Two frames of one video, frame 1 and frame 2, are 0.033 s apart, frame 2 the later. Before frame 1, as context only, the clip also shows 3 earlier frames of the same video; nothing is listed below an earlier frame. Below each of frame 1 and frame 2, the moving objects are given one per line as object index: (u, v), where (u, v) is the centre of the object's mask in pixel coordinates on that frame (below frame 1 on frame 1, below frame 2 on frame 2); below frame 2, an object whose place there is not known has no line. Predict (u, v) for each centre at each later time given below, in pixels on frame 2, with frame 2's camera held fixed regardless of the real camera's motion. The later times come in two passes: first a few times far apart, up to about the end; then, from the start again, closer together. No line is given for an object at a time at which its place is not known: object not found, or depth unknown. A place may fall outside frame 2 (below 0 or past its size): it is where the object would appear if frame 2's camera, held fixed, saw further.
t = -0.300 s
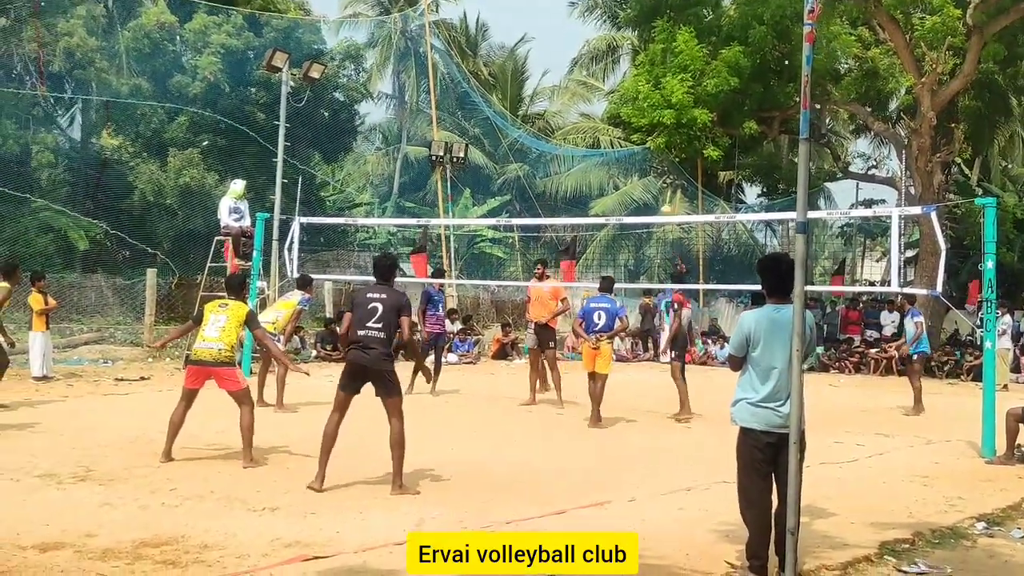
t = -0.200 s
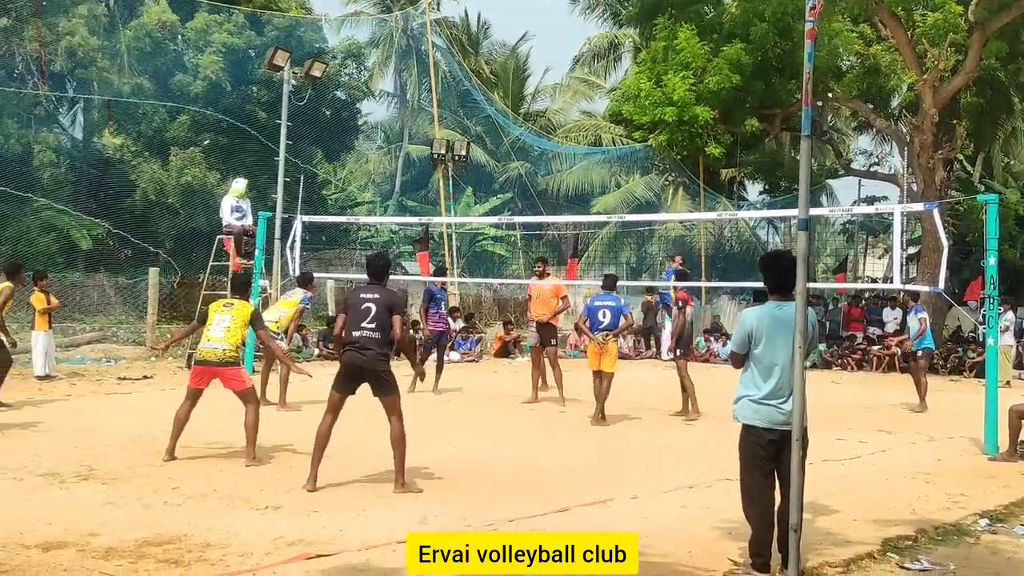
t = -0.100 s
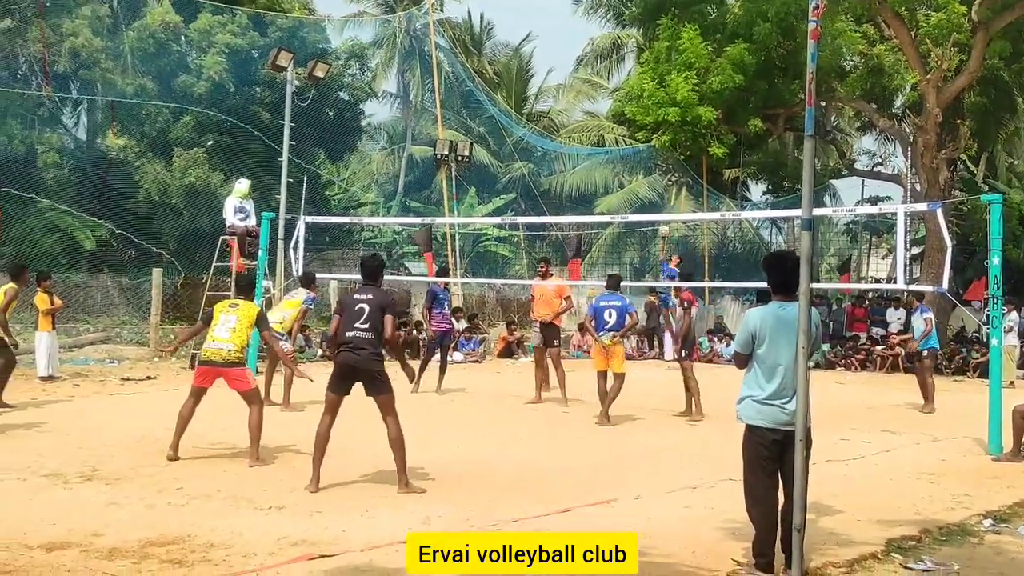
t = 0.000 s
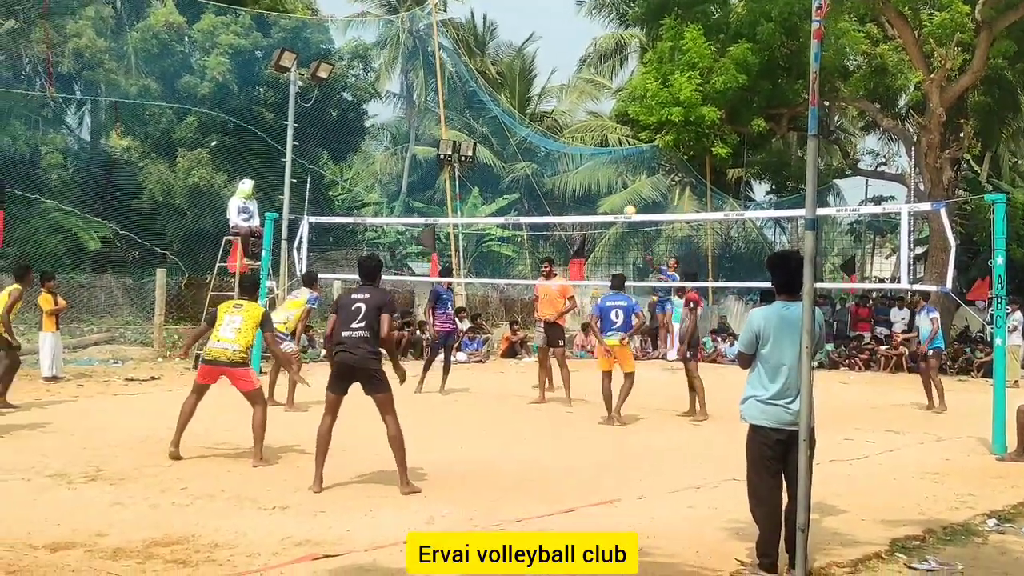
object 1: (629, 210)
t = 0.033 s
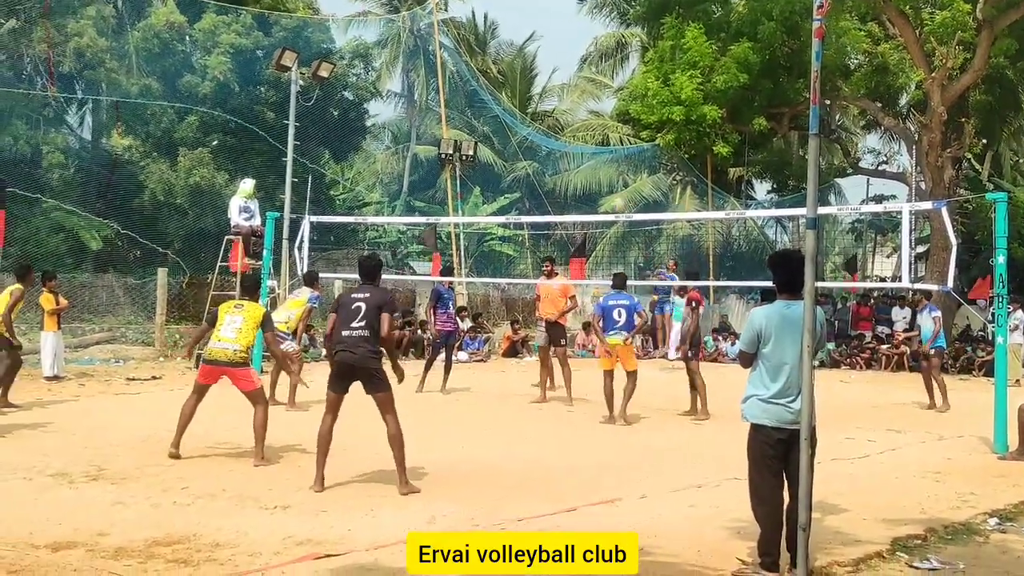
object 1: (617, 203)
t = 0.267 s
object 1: (513, 185)
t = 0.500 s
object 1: (382, 221)
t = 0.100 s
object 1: (589, 195)
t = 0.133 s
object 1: (575, 191)
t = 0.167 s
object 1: (561, 188)
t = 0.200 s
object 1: (546, 186)
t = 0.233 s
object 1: (529, 185)
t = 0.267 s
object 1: (513, 185)
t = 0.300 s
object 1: (497, 186)
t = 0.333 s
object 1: (480, 188)
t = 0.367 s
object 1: (463, 191)
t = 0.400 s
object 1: (441, 196)
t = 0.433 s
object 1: (423, 202)
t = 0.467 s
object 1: (402, 210)
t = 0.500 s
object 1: (382, 221)
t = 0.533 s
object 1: (358, 232)
